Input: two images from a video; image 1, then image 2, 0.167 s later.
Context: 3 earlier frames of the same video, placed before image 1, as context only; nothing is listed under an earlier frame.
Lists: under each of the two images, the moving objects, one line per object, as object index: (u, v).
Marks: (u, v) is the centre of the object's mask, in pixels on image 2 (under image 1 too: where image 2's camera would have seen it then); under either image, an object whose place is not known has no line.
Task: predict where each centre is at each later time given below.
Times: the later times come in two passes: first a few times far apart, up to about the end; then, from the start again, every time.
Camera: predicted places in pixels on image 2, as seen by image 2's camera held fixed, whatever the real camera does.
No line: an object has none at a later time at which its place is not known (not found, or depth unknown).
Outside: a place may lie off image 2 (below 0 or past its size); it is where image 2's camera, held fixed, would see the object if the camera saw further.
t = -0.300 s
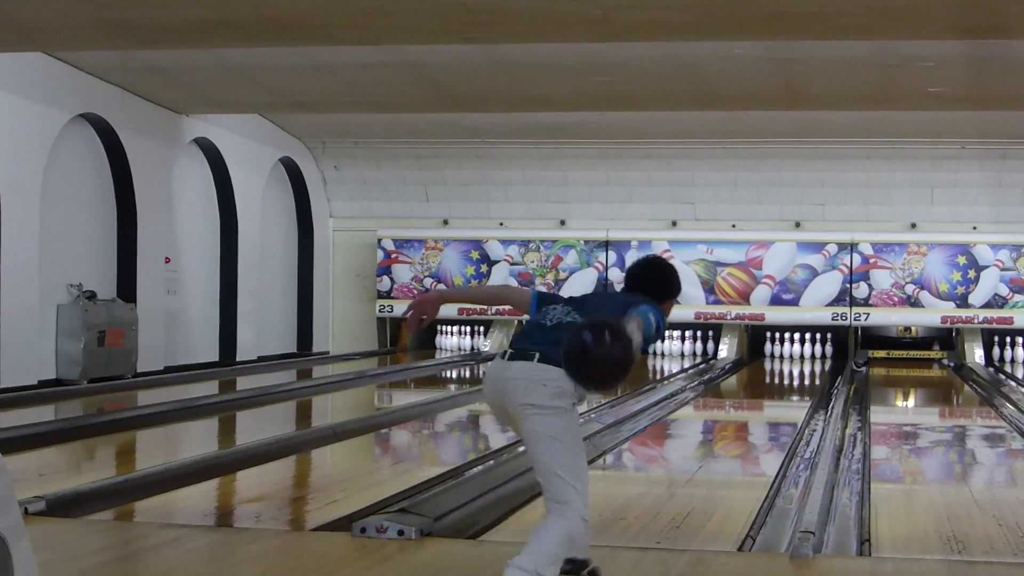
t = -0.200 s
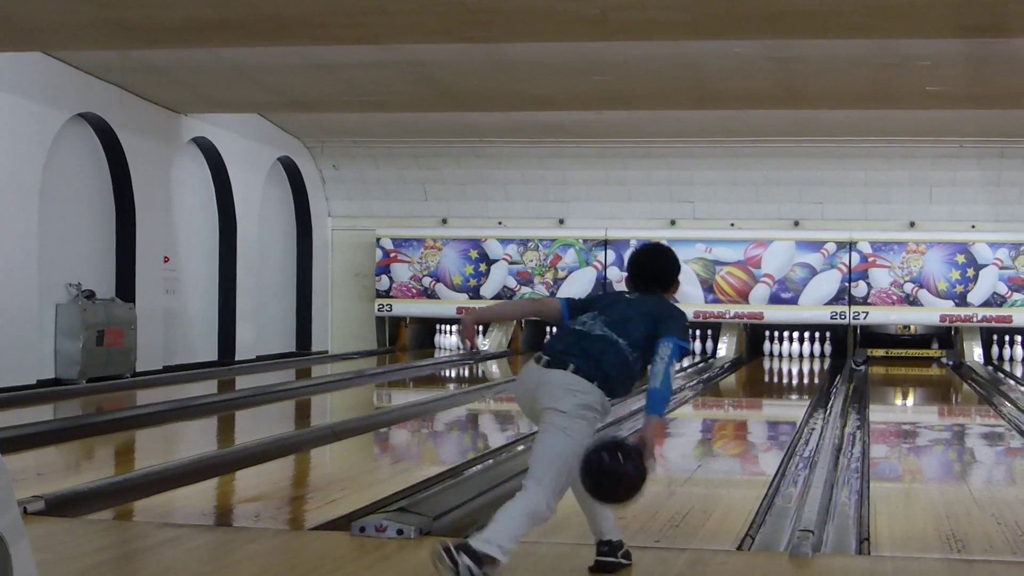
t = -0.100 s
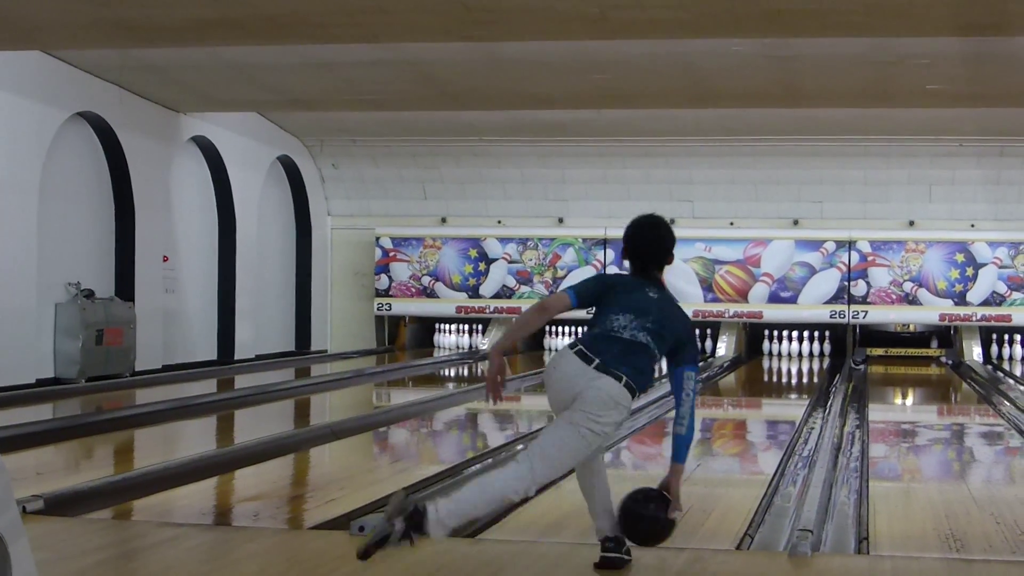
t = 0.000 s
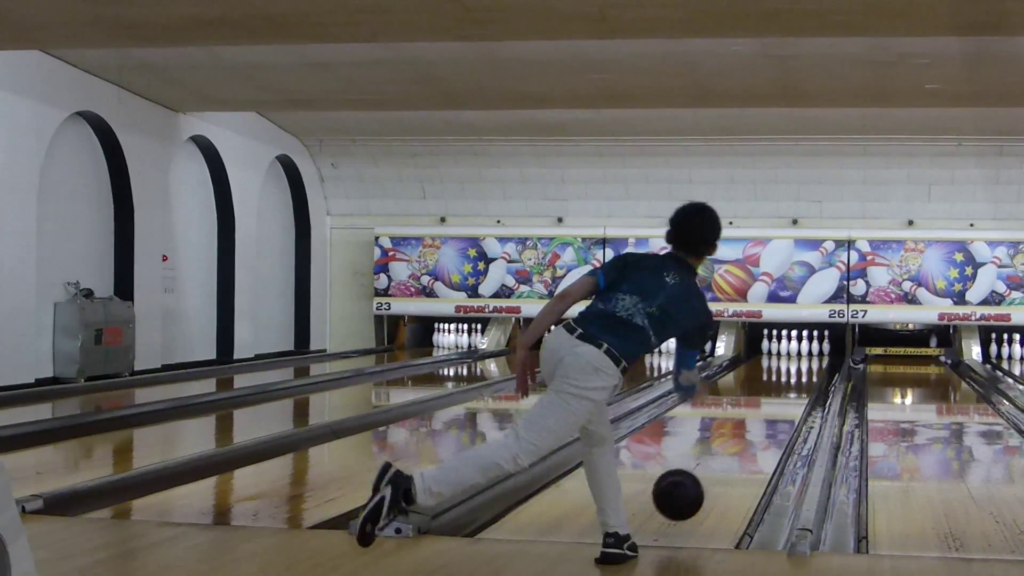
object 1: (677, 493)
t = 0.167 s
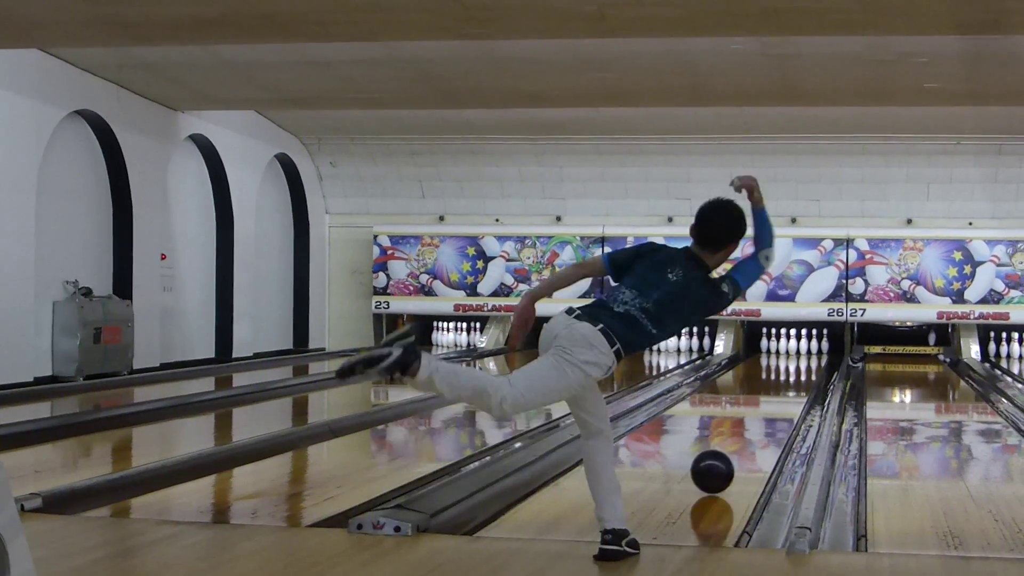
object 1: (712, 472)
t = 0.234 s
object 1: (723, 460)
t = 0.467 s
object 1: (753, 429)
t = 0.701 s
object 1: (773, 409)
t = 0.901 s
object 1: (785, 395)
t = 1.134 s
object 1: (796, 382)
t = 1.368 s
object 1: (803, 372)
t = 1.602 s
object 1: (808, 364)
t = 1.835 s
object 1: (810, 358)
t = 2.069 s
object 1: (807, 353)
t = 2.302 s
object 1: (801, 349)
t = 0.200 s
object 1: (718, 466)
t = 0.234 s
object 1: (723, 460)
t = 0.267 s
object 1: (728, 455)
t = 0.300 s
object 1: (733, 450)
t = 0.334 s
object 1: (738, 445)
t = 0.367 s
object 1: (742, 441)
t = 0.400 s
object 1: (746, 437)
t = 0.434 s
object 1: (750, 433)
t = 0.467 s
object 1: (753, 429)
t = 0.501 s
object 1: (756, 426)
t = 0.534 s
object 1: (760, 422)
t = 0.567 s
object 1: (763, 420)
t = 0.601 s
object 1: (765, 417)
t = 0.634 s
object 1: (762, 418)
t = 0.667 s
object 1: (773, 411)
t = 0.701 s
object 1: (773, 409)
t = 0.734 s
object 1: (776, 406)
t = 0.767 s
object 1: (778, 404)
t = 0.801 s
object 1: (780, 401)
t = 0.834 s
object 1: (782, 399)
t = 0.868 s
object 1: (784, 397)
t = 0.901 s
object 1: (785, 395)
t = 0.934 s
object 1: (787, 393)
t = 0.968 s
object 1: (789, 391)
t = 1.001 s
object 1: (791, 389)
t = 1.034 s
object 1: (792, 387)
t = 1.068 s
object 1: (793, 385)
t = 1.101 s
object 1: (795, 383)
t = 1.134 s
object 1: (796, 382)
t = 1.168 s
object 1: (797, 380)
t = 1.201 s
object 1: (798, 379)
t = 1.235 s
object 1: (799, 377)
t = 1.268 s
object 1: (800, 376)
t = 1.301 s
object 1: (801, 375)
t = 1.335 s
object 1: (802, 373)
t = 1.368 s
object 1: (803, 372)
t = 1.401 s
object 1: (804, 371)
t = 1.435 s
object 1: (804, 370)
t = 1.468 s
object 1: (805, 368)
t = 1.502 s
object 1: (806, 368)
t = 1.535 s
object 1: (807, 366)
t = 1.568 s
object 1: (807, 365)
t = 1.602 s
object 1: (808, 364)
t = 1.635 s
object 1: (808, 363)
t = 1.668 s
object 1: (809, 362)
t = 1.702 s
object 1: (809, 361)
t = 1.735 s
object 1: (809, 360)
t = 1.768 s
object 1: (809, 359)
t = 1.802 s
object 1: (809, 359)
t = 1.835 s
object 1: (810, 358)
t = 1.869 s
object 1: (809, 357)
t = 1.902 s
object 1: (809, 356)
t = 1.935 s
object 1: (808, 355)
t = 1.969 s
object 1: (808, 354)
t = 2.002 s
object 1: (808, 354)
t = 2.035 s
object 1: (807, 353)
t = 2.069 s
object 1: (807, 353)
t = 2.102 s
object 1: (805, 352)
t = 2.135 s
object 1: (805, 351)
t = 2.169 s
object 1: (804, 351)
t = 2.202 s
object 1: (803, 350)
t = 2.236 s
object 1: (802, 349)
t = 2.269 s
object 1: (801, 349)
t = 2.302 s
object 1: (801, 349)
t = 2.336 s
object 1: (802, 348)
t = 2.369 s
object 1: (803, 347)
